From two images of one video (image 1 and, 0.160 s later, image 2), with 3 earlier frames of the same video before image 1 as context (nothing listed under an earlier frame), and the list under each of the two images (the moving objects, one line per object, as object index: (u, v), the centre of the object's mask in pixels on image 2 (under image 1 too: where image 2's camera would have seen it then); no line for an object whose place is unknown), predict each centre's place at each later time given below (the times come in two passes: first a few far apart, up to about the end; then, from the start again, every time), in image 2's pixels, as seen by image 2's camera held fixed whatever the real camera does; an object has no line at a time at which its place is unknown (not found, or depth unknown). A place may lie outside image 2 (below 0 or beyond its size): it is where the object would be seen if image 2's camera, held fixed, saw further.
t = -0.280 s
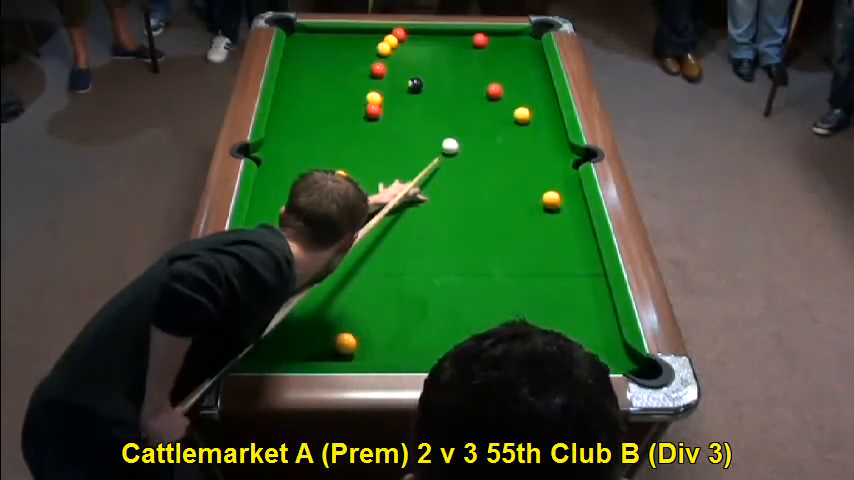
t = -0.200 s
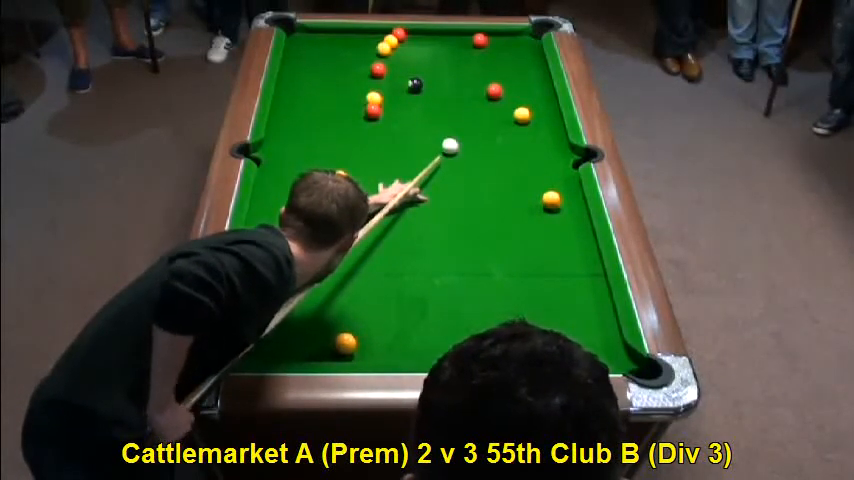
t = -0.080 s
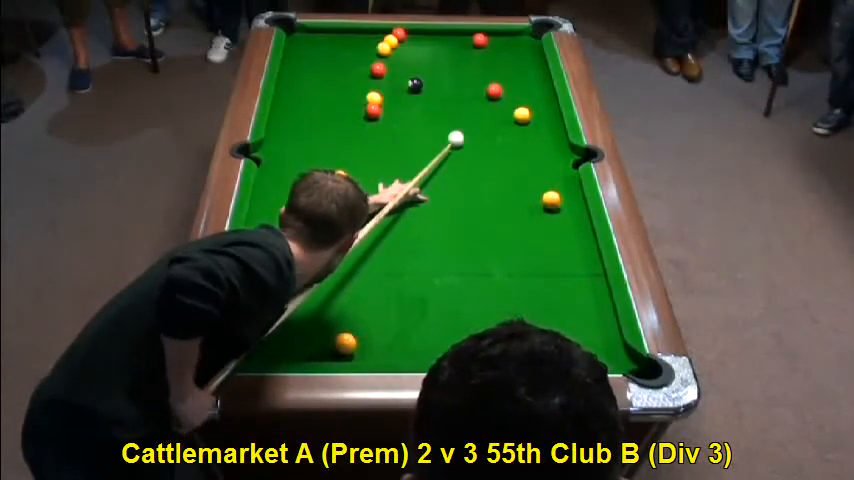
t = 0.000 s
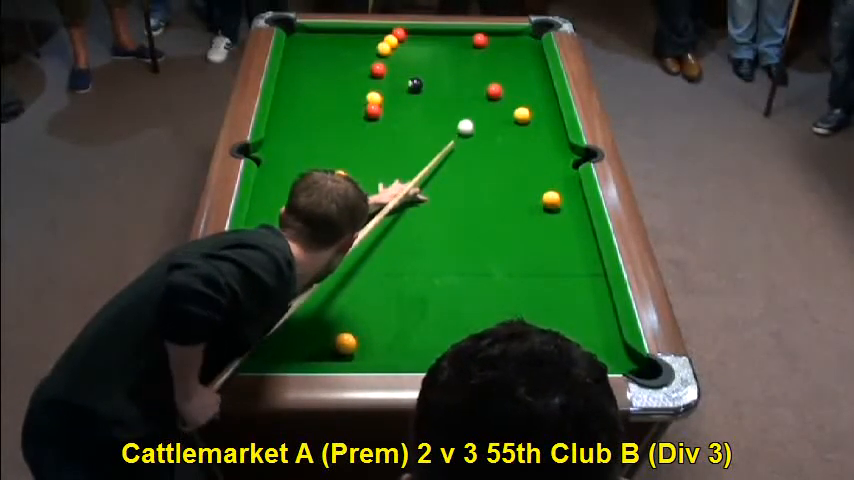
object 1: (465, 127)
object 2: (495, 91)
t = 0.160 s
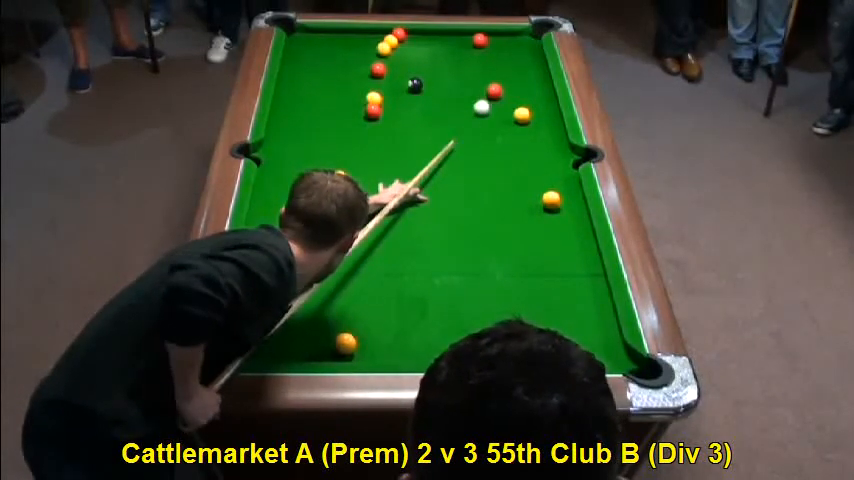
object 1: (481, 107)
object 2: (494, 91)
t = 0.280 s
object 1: (490, 98)
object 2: (497, 86)
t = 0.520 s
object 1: (497, 94)
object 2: (507, 72)
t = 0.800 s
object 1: (503, 91)
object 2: (516, 57)
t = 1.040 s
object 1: (507, 89)
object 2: (524, 46)
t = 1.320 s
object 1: (510, 87)
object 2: (531, 35)
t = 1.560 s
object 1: (511, 87)
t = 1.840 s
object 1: (511, 87)
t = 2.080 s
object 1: (511, 87)
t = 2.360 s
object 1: (512, 87)
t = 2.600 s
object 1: (512, 87)
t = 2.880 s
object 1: (512, 87)
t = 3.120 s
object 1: (512, 87)
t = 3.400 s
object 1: (512, 87)
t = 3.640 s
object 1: (512, 87)
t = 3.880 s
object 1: (512, 87)
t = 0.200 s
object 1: (485, 102)
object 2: (495, 90)
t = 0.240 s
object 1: (489, 98)
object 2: (496, 88)
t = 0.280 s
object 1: (490, 98)
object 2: (497, 86)
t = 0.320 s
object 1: (491, 97)
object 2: (499, 84)
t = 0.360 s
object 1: (492, 97)
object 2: (500, 82)
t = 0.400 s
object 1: (493, 96)
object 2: (502, 80)
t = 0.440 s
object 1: (495, 95)
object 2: (503, 77)
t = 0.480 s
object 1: (496, 95)
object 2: (505, 75)
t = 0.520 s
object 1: (497, 94)
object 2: (507, 72)
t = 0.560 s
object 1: (498, 94)
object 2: (508, 70)
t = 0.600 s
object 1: (499, 93)
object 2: (510, 68)
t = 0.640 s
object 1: (500, 93)
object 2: (511, 66)
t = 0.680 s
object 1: (501, 92)
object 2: (512, 64)
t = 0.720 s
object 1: (502, 92)
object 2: (514, 62)
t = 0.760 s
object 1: (502, 91)
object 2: (515, 59)
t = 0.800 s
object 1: (503, 91)
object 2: (516, 57)
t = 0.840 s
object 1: (504, 91)
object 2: (518, 56)
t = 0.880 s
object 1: (505, 90)
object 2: (519, 54)
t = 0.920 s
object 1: (505, 90)
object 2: (520, 52)
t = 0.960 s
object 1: (506, 90)
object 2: (521, 50)
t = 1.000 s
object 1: (507, 89)
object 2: (522, 48)
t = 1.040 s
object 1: (507, 89)
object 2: (524, 46)
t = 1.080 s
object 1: (508, 89)
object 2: (525, 44)
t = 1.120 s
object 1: (508, 89)
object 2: (526, 42)
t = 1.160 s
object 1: (508, 88)
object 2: (527, 41)
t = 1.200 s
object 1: (509, 88)
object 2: (529, 39)
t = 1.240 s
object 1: (509, 88)
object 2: (529, 38)
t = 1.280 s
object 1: (510, 88)
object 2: (530, 37)
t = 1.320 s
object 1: (510, 87)
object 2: (531, 35)
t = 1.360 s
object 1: (510, 87)
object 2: (533, 33)
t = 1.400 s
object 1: (511, 87)
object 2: (534, 32)
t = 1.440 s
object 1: (511, 87)
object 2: (535, 31)
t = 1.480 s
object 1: (511, 87)
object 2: (537, 31)
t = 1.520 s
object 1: (511, 87)
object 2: (539, 33)
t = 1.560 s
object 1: (511, 87)
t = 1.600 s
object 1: (512, 87)
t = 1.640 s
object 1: (512, 87)
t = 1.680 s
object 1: (512, 87)
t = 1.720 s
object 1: (512, 87)
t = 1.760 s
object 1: (512, 87)
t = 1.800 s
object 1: (512, 87)
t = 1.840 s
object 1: (511, 87)
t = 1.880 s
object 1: (511, 87)
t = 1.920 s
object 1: (512, 87)
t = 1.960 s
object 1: (511, 87)
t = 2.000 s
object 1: (511, 87)
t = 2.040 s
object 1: (511, 87)
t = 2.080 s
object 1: (511, 87)
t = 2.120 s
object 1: (511, 87)
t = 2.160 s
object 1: (511, 87)
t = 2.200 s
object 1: (511, 87)
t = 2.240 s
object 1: (511, 87)
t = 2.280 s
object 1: (512, 87)
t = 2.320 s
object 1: (512, 87)
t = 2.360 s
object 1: (512, 87)
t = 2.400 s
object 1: (512, 87)
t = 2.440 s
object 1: (512, 87)
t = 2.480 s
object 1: (512, 87)
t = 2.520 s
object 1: (512, 87)
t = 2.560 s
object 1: (512, 87)
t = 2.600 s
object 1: (512, 87)
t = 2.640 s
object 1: (512, 87)
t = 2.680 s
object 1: (512, 87)
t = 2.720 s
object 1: (512, 87)
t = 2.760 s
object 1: (512, 87)
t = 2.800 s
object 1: (512, 87)
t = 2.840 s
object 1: (512, 87)
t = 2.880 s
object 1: (512, 87)
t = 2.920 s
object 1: (512, 87)
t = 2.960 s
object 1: (512, 87)
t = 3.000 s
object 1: (512, 87)
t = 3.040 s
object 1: (512, 87)
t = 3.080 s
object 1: (512, 87)
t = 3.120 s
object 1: (512, 87)
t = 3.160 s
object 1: (512, 87)
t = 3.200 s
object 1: (512, 87)
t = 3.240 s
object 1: (512, 87)
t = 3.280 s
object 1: (512, 87)
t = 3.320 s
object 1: (512, 87)
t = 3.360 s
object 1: (512, 87)
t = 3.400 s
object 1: (512, 87)
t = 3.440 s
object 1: (512, 87)
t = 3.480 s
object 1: (512, 87)
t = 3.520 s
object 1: (512, 87)
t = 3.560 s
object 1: (512, 87)
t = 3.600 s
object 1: (512, 87)
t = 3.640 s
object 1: (512, 87)
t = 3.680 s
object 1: (512, 87)
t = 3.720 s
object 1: (512, 87)
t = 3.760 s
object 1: (512, 87)
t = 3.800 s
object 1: (512, 87)
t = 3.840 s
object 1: (512, 87)
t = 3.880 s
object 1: (512, 87)
